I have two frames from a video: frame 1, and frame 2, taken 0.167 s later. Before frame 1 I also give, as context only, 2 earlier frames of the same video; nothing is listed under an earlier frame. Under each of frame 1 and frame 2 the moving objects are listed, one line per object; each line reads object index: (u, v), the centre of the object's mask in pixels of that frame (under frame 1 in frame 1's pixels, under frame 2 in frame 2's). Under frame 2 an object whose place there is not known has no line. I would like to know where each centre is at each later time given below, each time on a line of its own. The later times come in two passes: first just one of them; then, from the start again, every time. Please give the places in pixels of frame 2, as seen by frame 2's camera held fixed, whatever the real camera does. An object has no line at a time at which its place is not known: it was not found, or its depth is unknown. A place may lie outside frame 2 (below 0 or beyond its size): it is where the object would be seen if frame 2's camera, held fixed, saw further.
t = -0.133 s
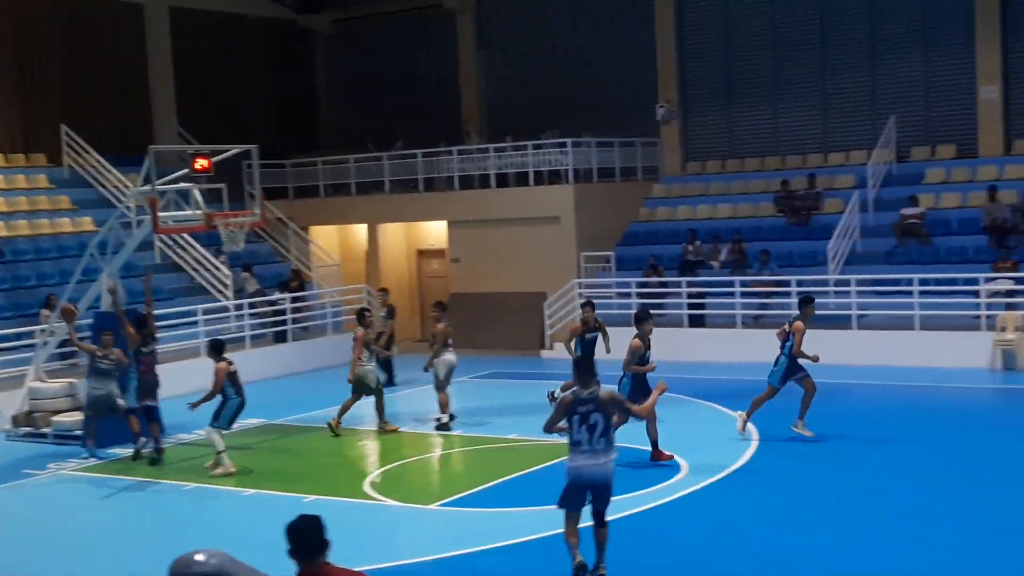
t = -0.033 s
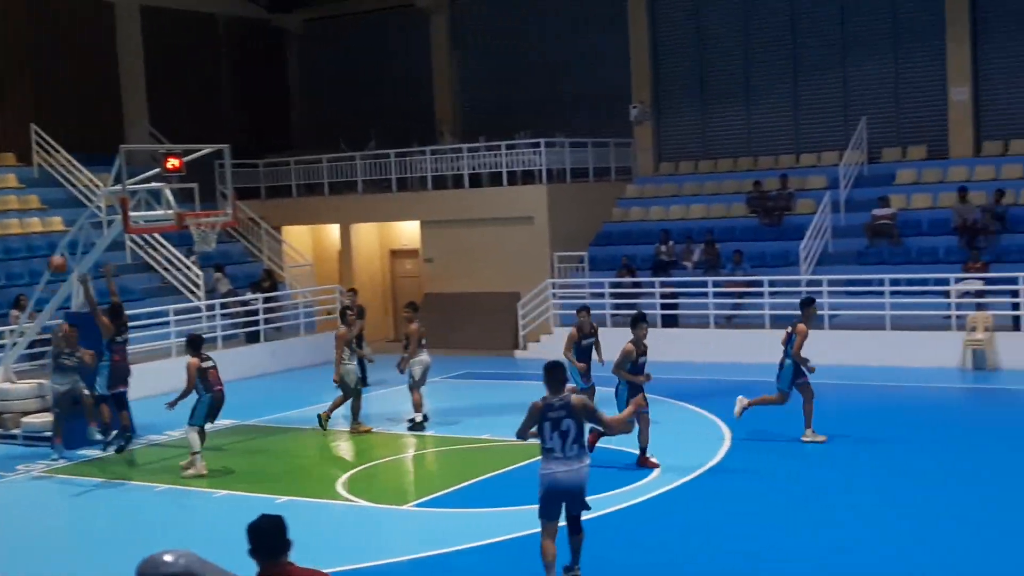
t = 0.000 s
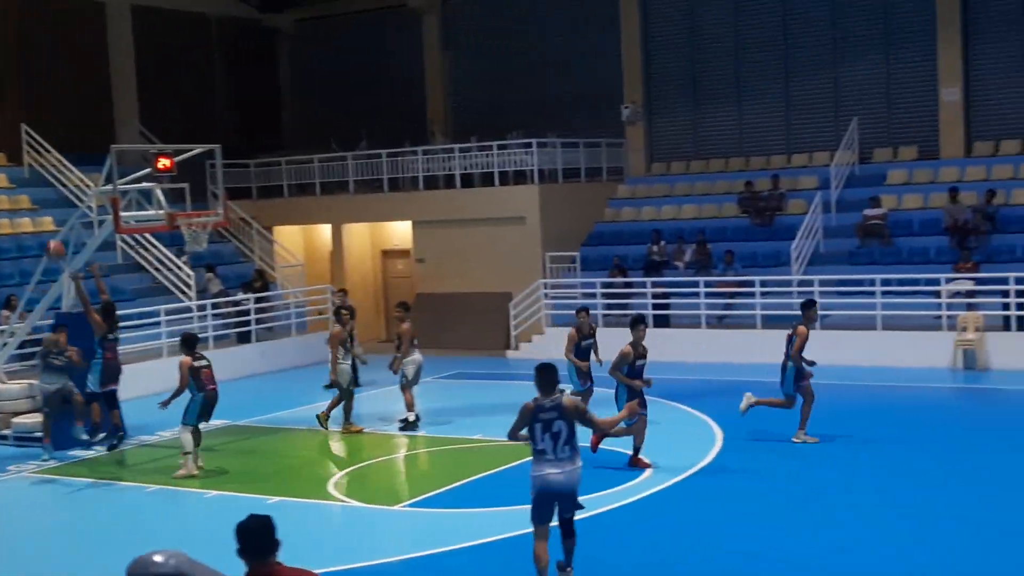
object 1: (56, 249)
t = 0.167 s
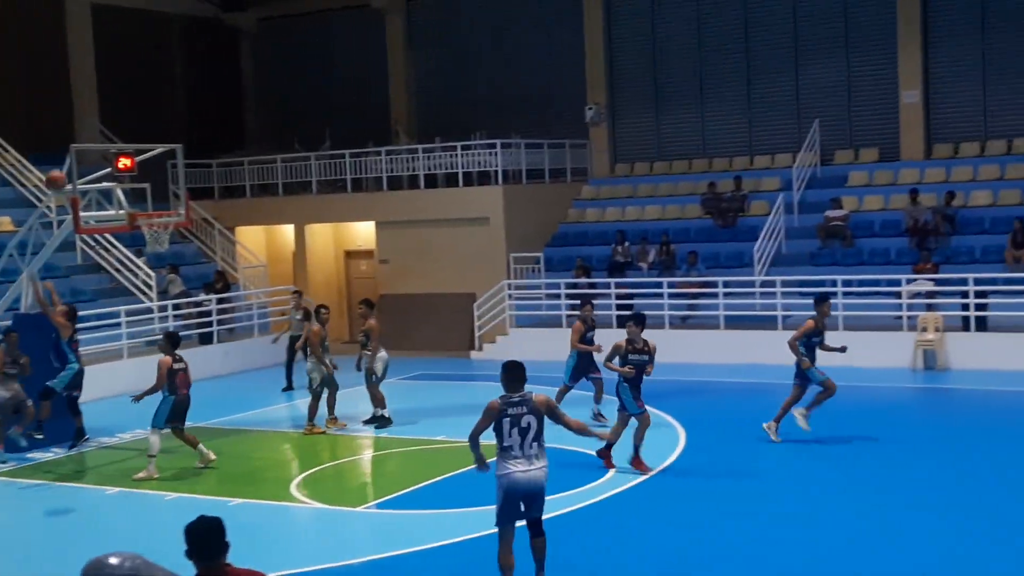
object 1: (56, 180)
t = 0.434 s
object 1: (141, 99)
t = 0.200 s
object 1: (67, 166)
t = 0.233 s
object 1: (75, 153)
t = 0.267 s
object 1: (86, 141)
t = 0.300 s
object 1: (96, 134)
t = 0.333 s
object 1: (106, 125)
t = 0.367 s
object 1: (116, 117)
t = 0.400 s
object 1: (129, 108)
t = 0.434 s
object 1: (141, 99)
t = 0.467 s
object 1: (152, 92)
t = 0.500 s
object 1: (165, 87)
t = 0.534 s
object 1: (178, 83)
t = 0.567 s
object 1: (192, 79)
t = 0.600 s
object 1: (206, 75)
